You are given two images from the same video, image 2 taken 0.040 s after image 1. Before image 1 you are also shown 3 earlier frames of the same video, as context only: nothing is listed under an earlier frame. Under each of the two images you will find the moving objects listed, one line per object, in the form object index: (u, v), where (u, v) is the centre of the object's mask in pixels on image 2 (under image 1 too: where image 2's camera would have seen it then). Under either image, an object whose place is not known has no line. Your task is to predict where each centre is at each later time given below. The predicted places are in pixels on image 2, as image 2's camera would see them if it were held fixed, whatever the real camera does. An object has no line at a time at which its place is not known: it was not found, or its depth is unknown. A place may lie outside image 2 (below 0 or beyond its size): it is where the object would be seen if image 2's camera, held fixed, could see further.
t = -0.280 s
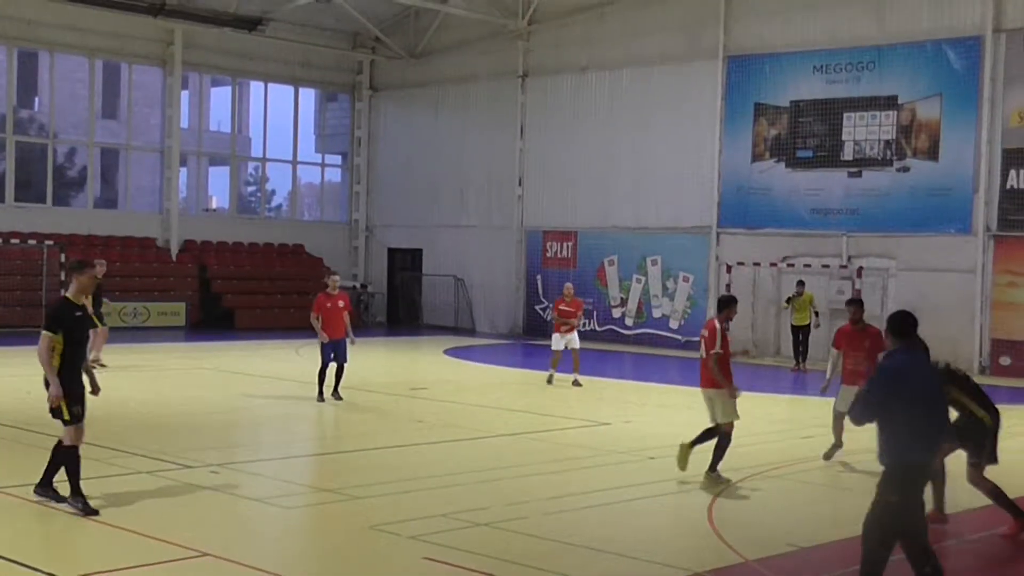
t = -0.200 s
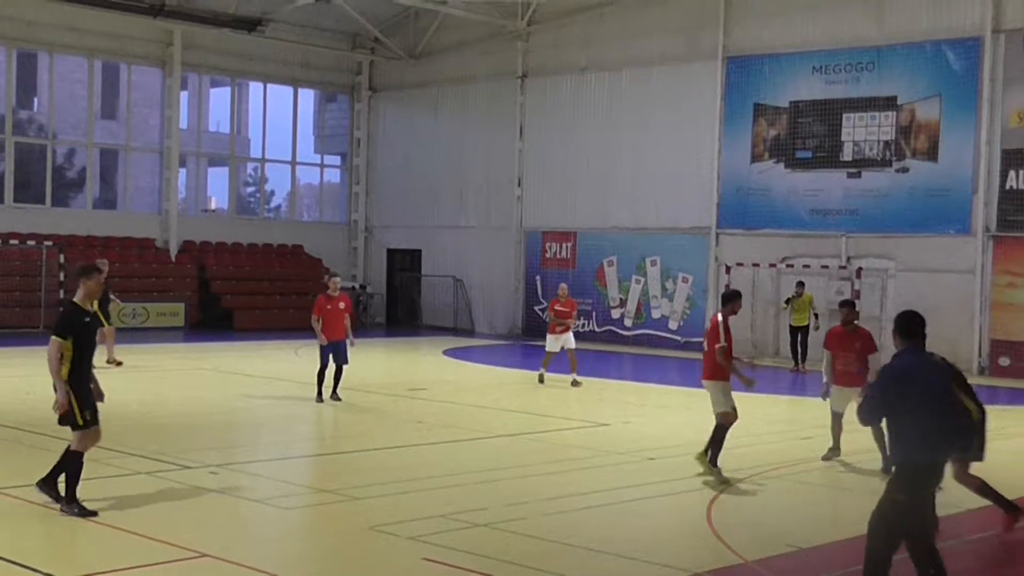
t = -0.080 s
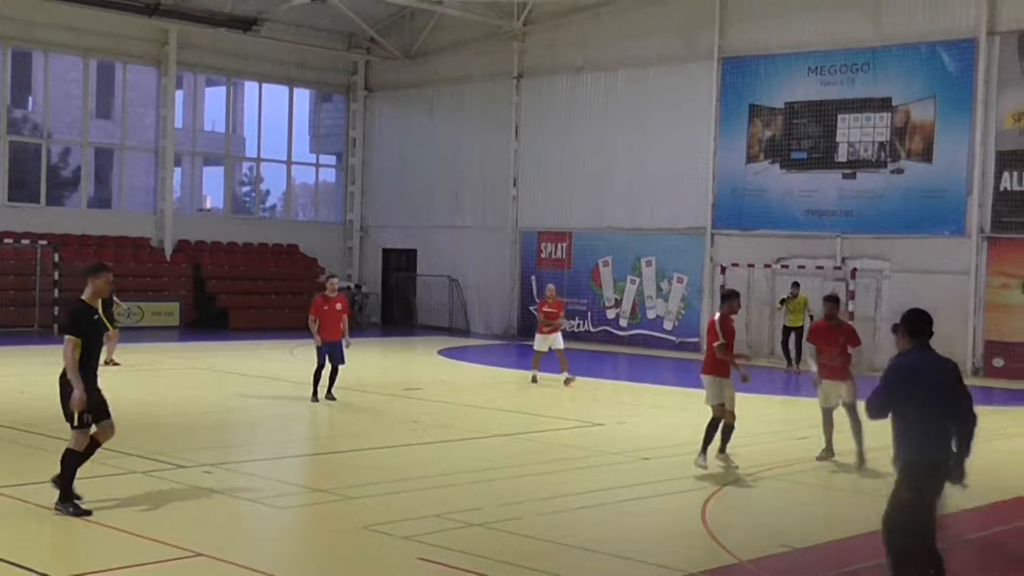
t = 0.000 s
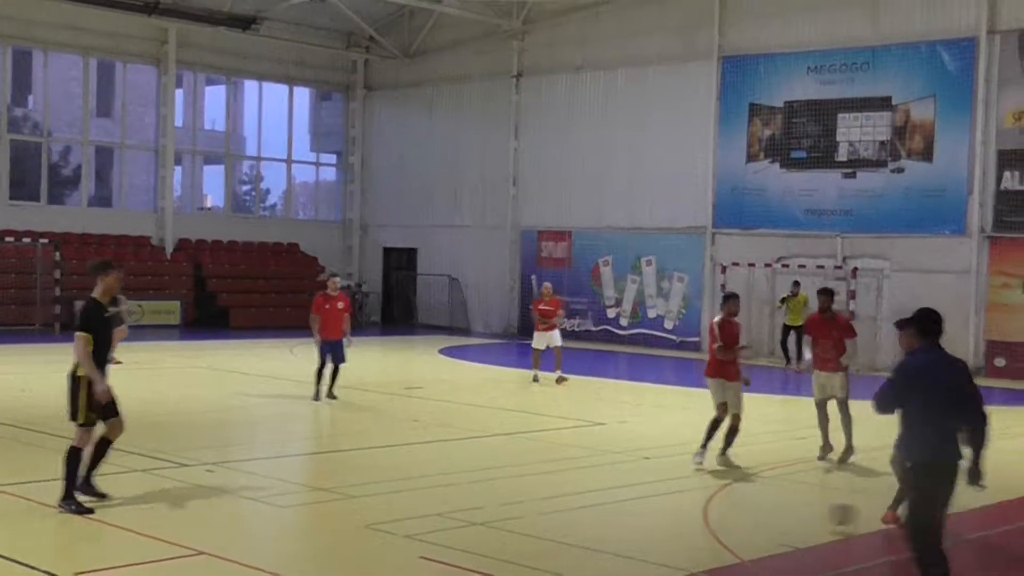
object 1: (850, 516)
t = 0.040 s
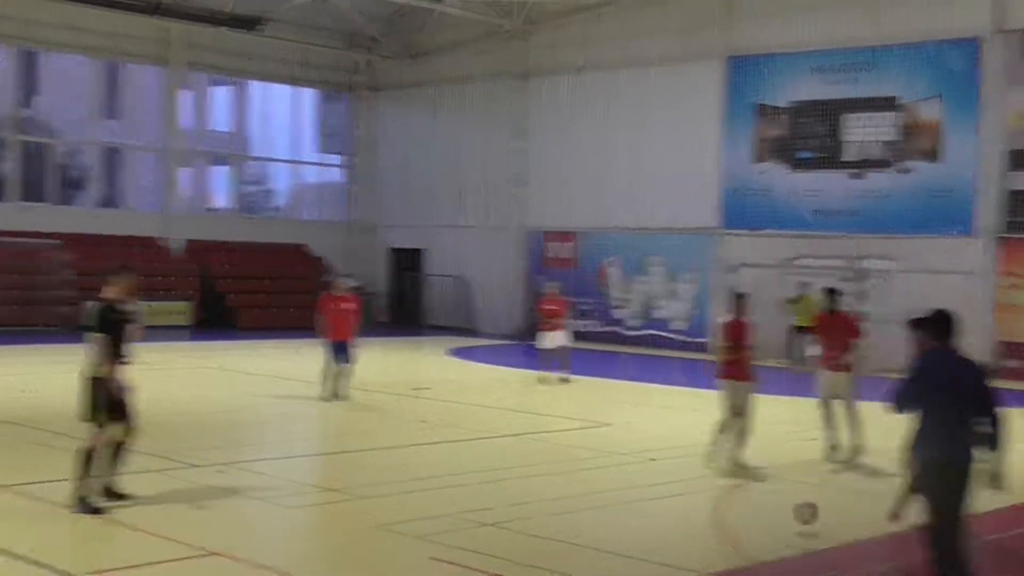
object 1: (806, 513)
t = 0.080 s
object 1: (762, 512)
